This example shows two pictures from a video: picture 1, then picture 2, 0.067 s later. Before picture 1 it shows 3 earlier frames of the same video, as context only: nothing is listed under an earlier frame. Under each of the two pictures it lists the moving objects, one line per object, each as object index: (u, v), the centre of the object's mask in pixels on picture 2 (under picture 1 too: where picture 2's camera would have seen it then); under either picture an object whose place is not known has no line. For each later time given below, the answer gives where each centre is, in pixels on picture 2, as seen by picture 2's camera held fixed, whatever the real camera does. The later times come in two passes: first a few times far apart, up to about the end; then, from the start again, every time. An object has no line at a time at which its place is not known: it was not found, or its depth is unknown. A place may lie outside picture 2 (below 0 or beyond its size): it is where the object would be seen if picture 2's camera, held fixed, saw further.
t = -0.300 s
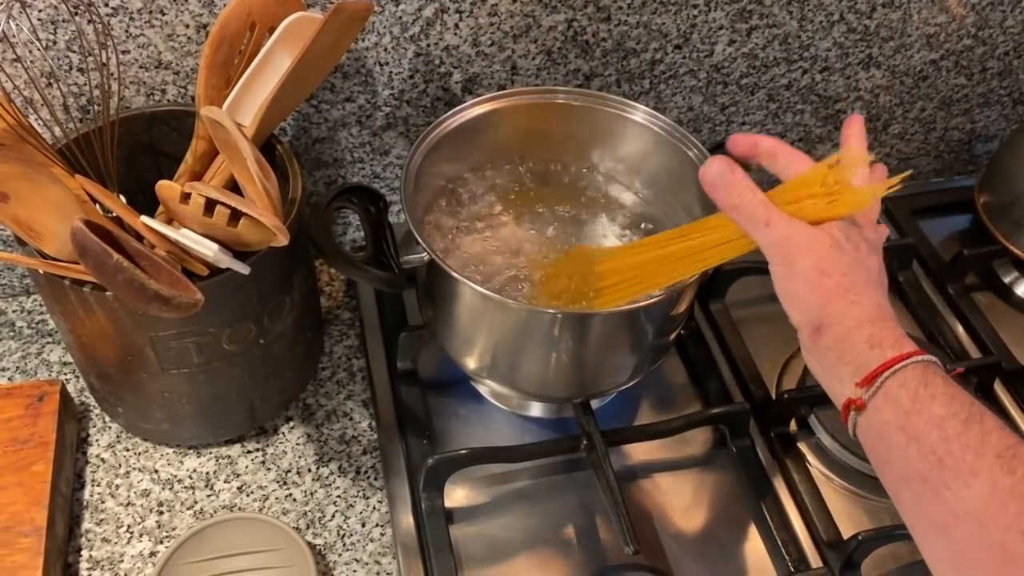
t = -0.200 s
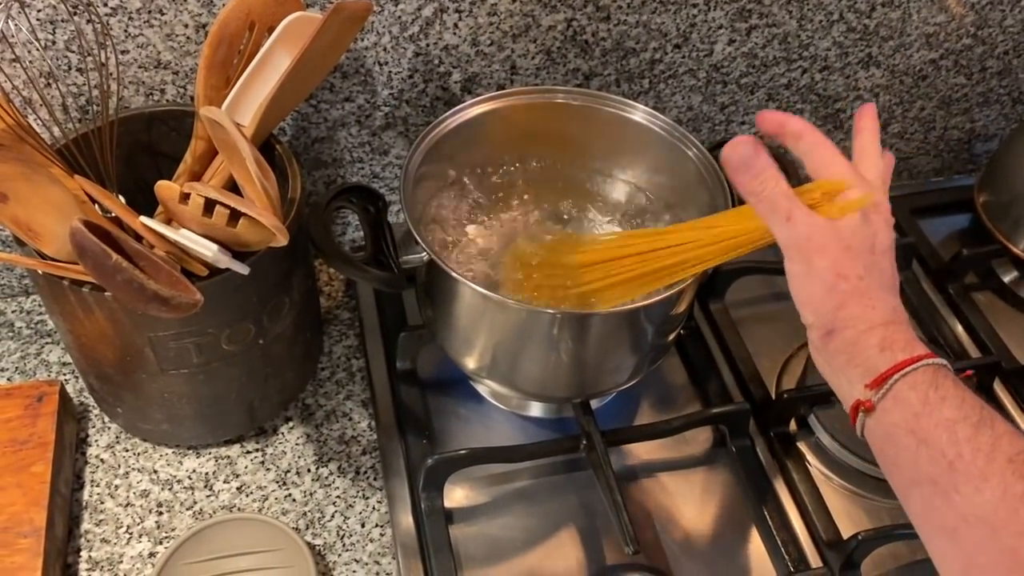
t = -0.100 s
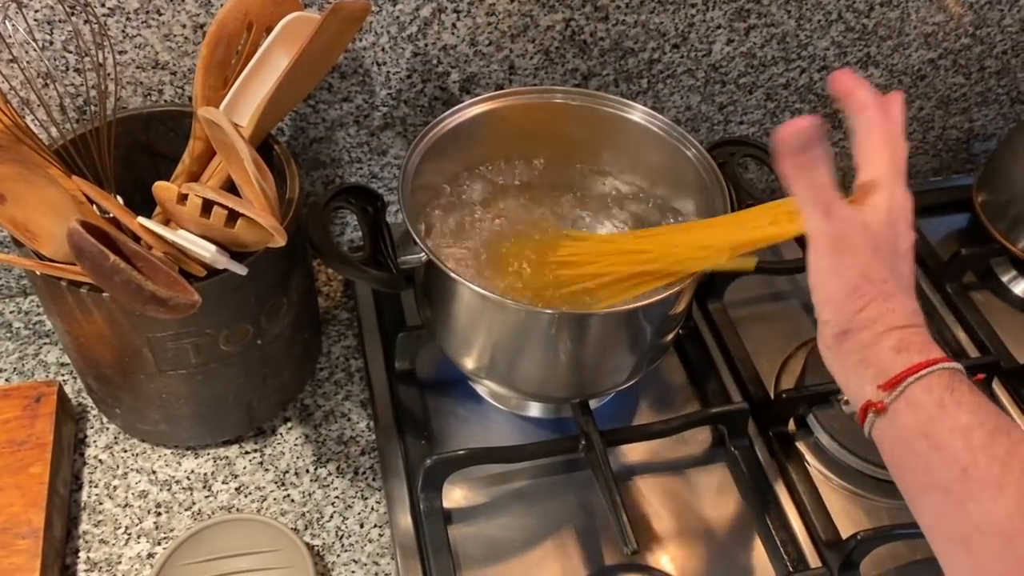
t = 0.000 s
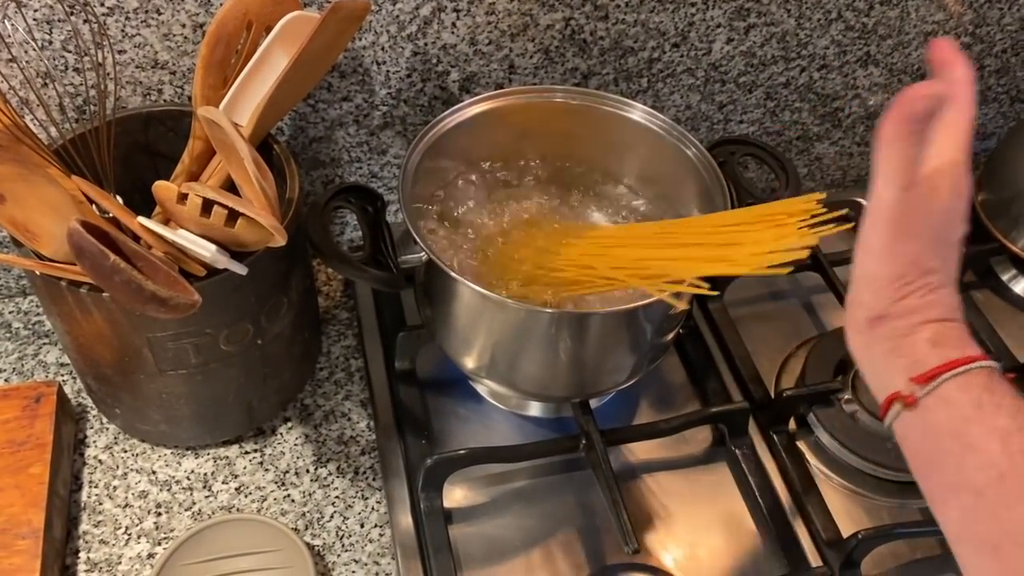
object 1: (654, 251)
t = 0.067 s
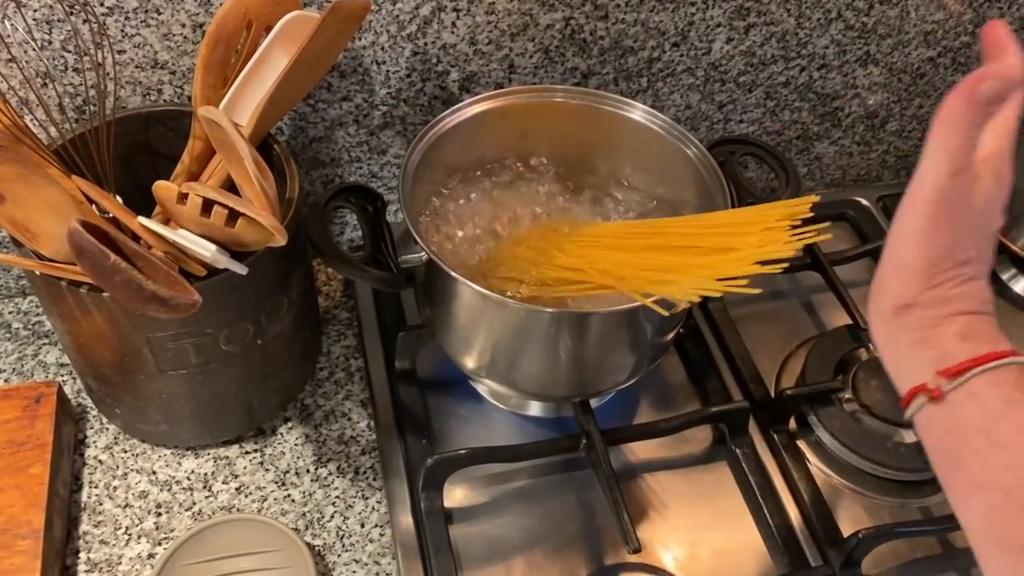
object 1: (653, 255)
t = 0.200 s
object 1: (640, 256)
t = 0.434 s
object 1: (639, 256)
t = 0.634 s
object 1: (631, 255)
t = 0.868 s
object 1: (620, 255)
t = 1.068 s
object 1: (624, 254)
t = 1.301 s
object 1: (626, 254)
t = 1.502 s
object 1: (625, 254)
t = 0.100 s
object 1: (652, 256)
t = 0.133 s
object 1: (652, 256)
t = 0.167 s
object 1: (639, 256)
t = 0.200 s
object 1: (640, 256)
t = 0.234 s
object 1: (641, 257)
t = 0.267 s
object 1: (640, 256)
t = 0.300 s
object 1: (633, 255)
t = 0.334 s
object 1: (636, 256)
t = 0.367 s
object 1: (638, 256)
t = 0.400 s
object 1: (639, 255)
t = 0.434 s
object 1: (639, 256)
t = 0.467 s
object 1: (642, 256)
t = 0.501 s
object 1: (636, 256)
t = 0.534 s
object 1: (636, 256)
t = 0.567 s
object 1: (636, 256)
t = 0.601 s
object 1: (633, 255)
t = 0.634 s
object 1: (631, 255)
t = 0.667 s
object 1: (629, 255)
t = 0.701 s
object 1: (627, 255)
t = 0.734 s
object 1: (628, 255)
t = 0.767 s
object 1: (627, 255)
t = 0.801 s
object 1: (622, 254)
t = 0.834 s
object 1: (623, 255)
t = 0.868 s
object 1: (620, 255)
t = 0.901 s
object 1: (621, 255)
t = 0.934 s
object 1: (622, 255)
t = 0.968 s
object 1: (624, 255)
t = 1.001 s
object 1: (623, 255)
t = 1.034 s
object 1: (626, 255)
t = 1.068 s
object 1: (624, 254)
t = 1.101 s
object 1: (625, 255)
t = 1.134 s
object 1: (623, 255)
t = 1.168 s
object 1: (623, 255)
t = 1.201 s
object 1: (624, 254)
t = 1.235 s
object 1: (623, 254)
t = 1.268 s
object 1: (629, 254)
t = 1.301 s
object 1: (626, 254)
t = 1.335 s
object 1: (625, 254)
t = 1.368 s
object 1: (626, 253)
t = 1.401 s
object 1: (625, 253)
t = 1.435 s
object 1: (625, 253)
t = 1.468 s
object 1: (621, 253)
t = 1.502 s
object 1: (625, 254)
